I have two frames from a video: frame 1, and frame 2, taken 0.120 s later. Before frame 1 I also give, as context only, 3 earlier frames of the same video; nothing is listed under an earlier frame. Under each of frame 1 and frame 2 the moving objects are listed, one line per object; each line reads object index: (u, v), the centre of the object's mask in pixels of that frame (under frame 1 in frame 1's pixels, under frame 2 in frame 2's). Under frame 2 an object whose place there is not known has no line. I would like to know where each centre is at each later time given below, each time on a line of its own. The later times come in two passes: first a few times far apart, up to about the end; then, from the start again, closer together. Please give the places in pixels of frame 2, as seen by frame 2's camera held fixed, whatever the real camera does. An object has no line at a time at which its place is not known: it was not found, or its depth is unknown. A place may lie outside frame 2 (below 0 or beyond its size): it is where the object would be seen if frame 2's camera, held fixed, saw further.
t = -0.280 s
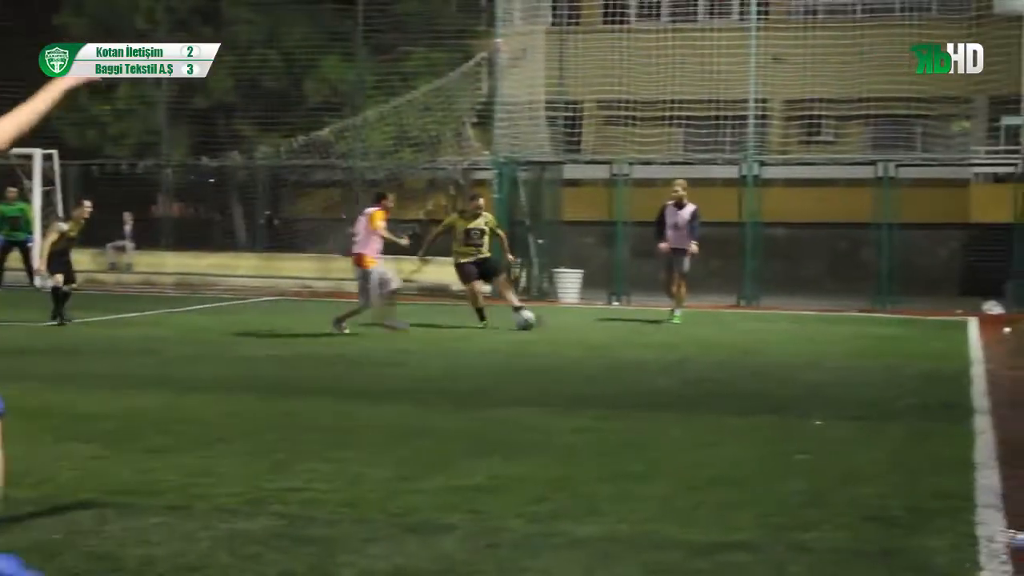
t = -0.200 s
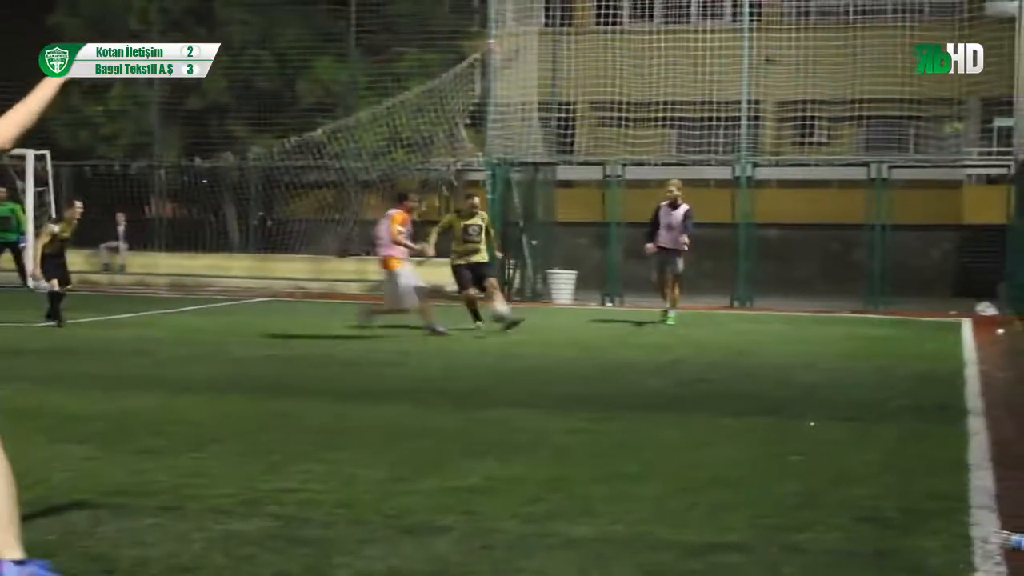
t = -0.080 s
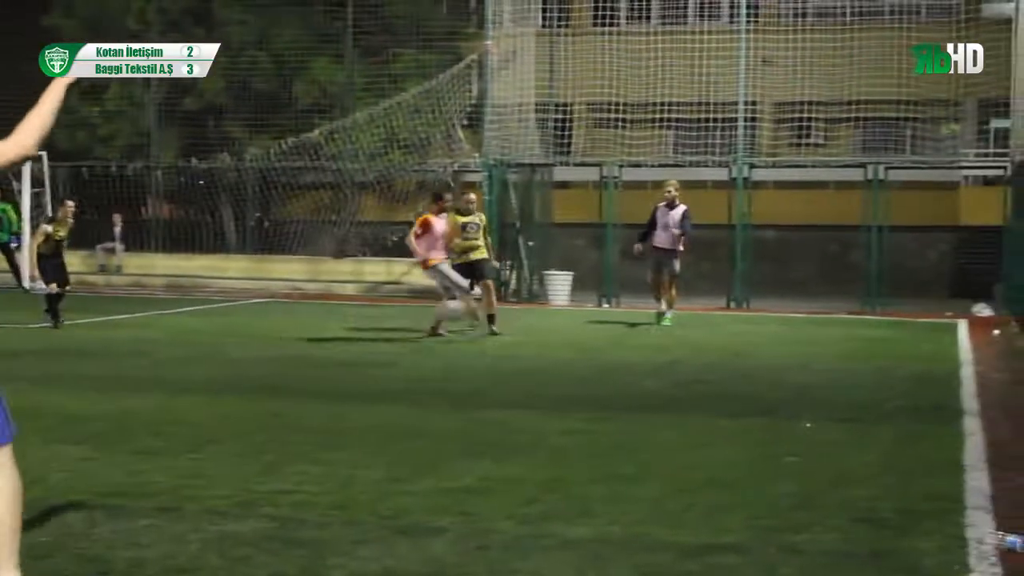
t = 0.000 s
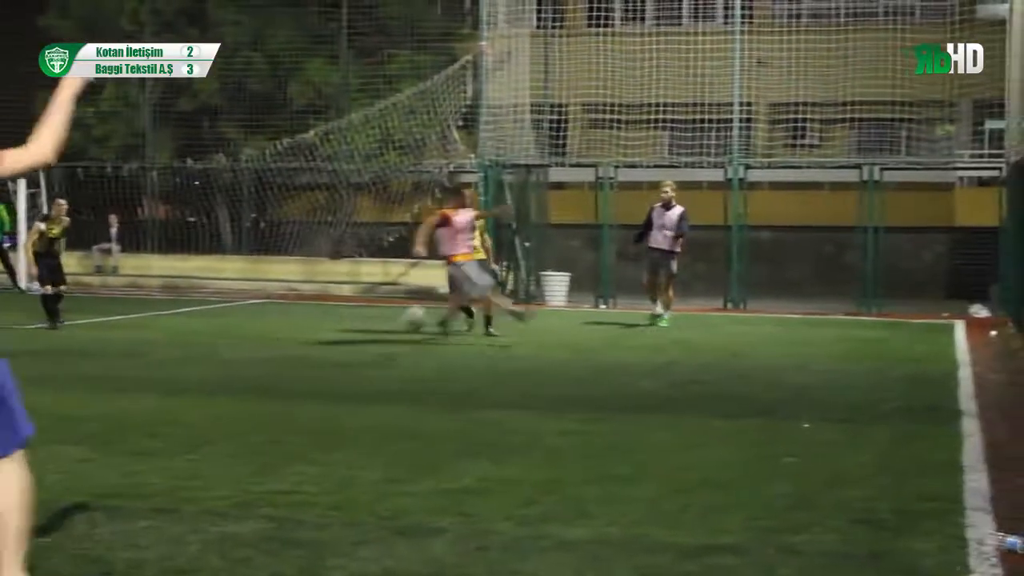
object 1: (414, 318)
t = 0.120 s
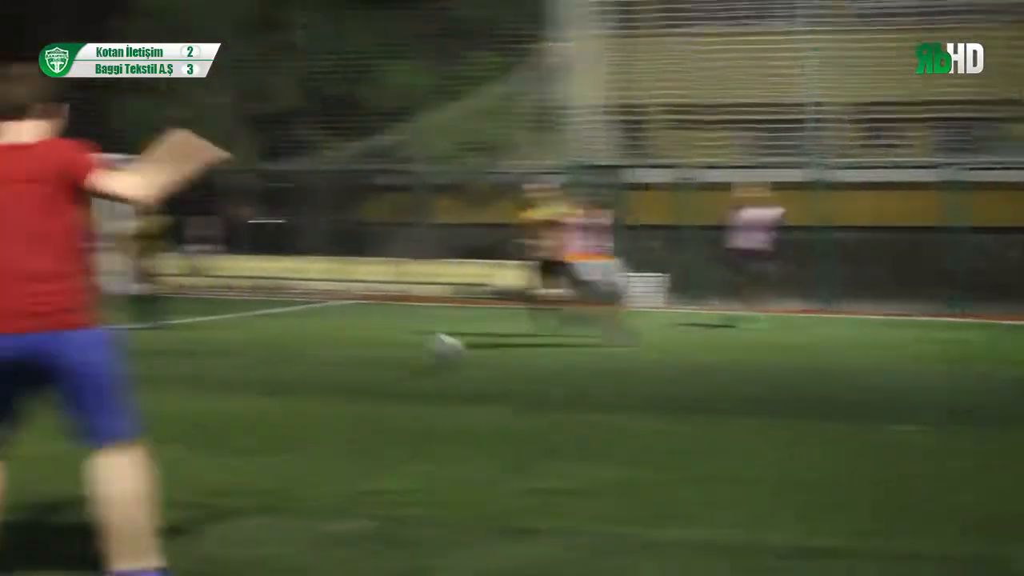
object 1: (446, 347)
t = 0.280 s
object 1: (371, 350)
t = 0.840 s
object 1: (24, 416)
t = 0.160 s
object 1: (425, 362)
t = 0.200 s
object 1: (405, 362)
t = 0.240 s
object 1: (388, 355)
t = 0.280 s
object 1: (371, 350)
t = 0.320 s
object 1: (350, 348)
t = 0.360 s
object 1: (331, 348)
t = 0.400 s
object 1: (312, 349)
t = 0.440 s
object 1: (291, 354)
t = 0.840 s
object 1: (24, 416)
